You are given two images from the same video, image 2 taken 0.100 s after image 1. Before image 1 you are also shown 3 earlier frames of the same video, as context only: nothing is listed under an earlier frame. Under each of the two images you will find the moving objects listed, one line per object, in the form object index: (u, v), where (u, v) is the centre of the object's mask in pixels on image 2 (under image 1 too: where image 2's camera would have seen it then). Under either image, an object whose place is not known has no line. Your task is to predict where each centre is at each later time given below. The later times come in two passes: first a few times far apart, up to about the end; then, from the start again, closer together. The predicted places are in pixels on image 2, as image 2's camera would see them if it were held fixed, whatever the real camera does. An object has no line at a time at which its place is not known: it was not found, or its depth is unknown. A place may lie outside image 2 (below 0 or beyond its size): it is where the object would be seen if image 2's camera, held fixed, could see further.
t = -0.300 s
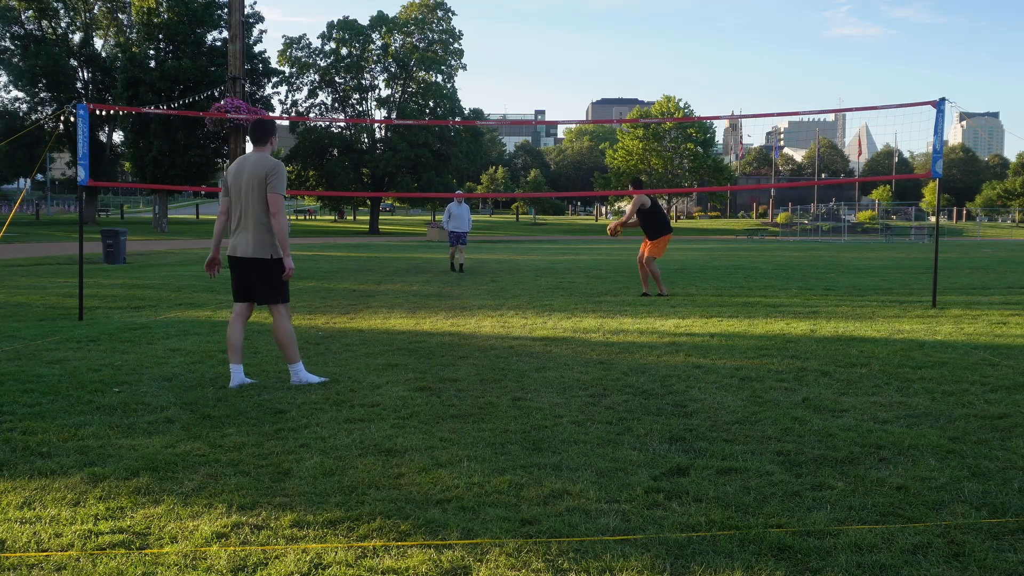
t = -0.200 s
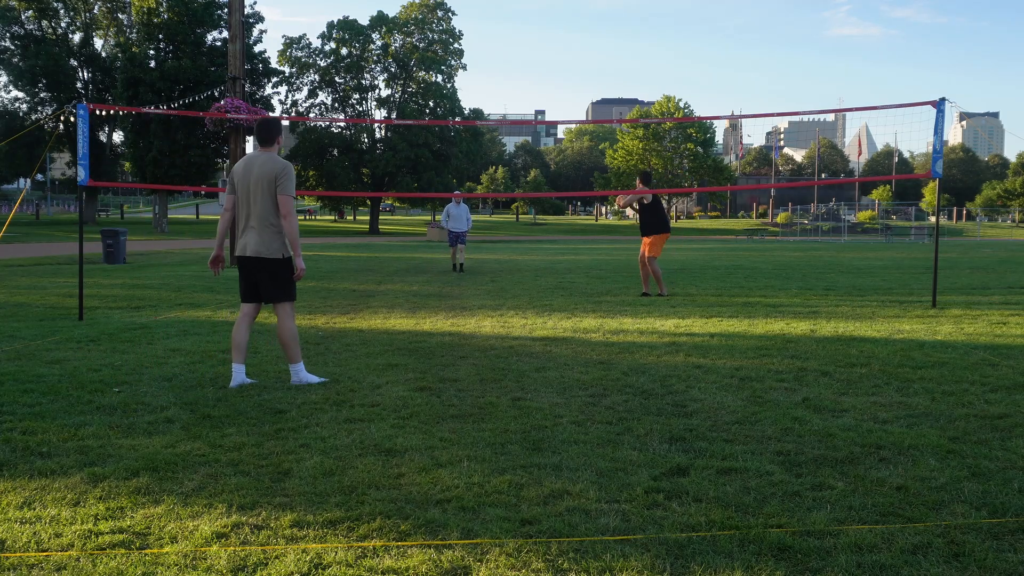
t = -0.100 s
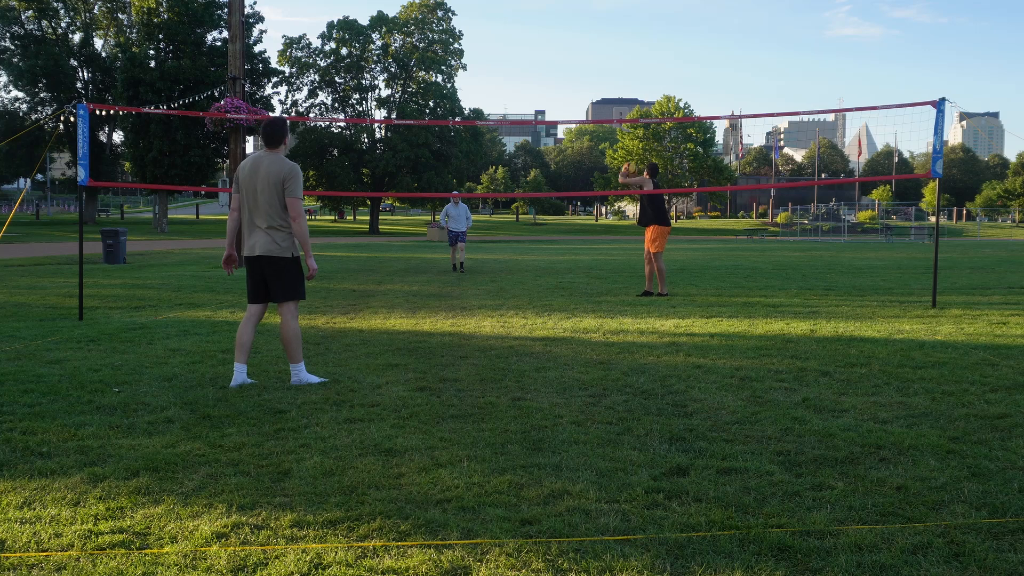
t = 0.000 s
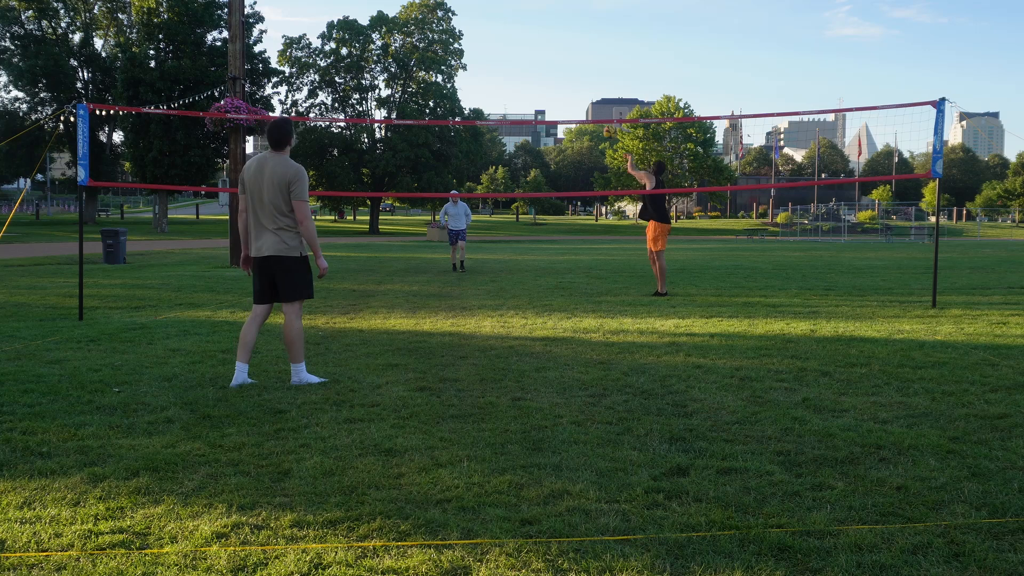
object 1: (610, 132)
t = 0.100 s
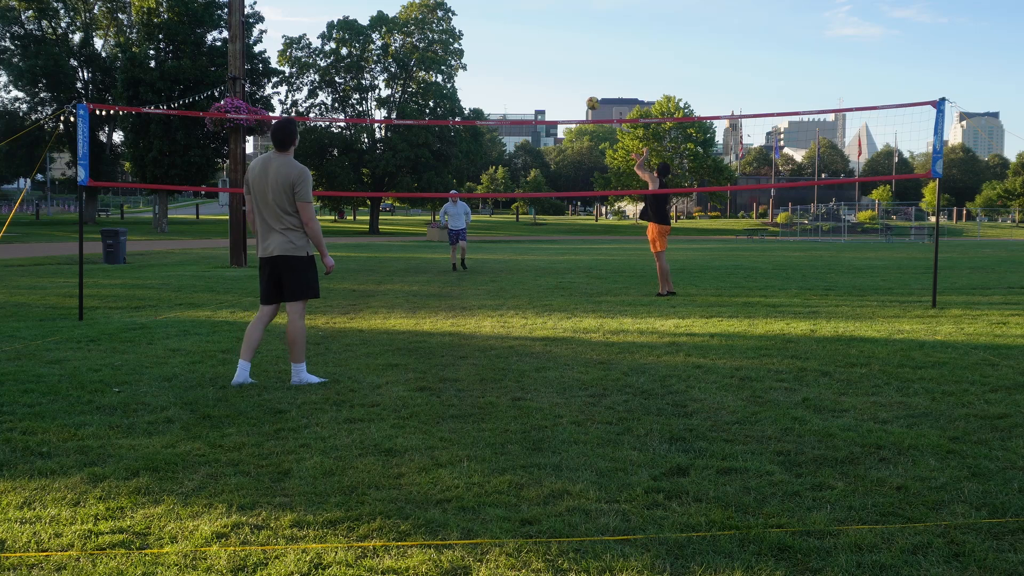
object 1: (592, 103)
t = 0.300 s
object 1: (564, 69)
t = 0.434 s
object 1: (547, 61)
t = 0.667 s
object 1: (523, 72)
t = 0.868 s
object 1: (505, 100)
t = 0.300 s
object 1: (564, 69)
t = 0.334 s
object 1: (560, 66)
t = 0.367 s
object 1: (555, 64)
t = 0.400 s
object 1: (551, 62)
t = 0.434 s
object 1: (547, 61)
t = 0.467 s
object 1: (543, 61)
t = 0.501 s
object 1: (540, 61)
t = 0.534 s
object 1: (536, 62)
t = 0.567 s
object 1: (533, 64)
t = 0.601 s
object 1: (529, 66)
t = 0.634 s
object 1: (526, 69)
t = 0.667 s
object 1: (523, 72)
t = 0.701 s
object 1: (520, 76)
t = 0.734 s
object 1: (517, 79)
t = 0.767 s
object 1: (514, 84)
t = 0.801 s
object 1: (511, 89)
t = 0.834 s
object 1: (508, 94)
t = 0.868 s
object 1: (505, 100)
